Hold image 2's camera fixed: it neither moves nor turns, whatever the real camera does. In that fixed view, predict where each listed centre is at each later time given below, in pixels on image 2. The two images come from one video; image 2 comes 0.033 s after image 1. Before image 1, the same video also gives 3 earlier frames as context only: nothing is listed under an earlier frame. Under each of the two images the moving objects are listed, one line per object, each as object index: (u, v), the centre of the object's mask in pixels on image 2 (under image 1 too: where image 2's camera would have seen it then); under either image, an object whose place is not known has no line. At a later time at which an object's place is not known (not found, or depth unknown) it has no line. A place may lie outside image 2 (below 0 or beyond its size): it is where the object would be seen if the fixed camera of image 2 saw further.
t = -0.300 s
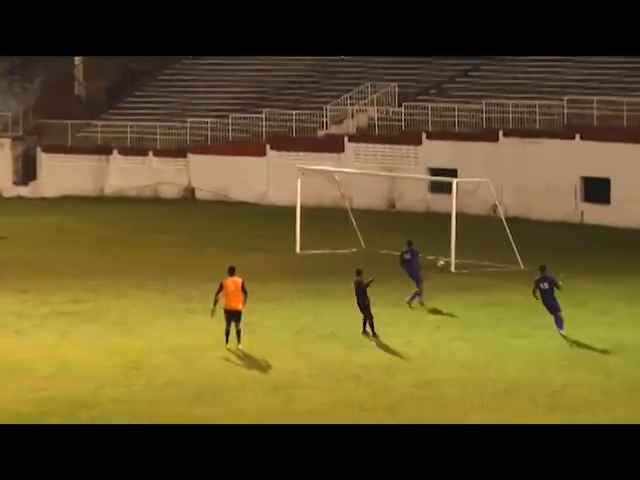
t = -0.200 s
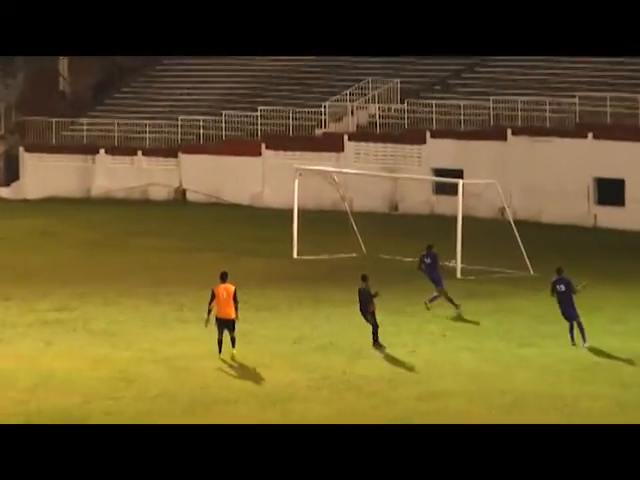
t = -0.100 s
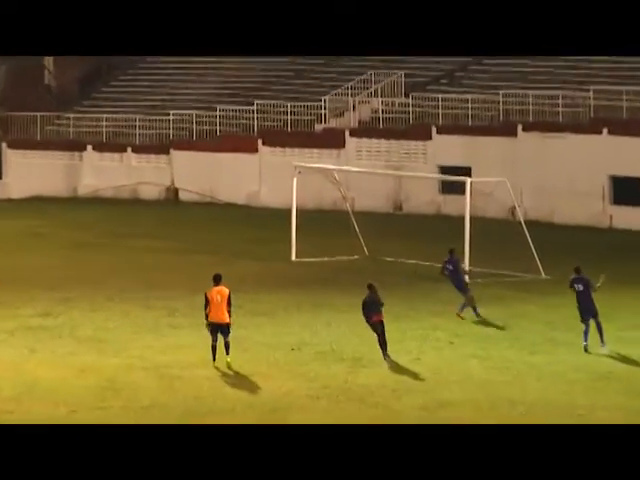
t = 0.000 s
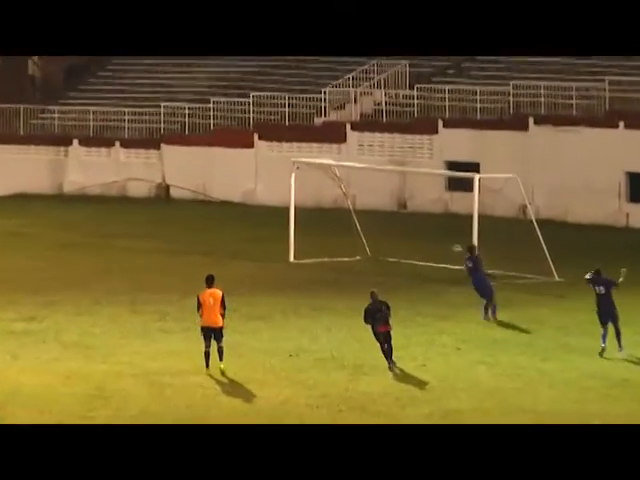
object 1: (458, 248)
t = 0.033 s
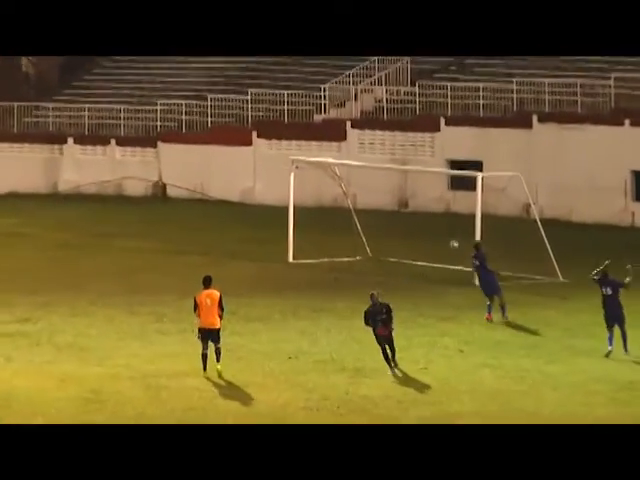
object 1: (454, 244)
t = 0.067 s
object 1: (449, 240)
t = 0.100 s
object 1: (444, 237)
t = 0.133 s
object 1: (439, 234)
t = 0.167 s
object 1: (433, 232)
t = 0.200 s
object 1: (428, 230)
